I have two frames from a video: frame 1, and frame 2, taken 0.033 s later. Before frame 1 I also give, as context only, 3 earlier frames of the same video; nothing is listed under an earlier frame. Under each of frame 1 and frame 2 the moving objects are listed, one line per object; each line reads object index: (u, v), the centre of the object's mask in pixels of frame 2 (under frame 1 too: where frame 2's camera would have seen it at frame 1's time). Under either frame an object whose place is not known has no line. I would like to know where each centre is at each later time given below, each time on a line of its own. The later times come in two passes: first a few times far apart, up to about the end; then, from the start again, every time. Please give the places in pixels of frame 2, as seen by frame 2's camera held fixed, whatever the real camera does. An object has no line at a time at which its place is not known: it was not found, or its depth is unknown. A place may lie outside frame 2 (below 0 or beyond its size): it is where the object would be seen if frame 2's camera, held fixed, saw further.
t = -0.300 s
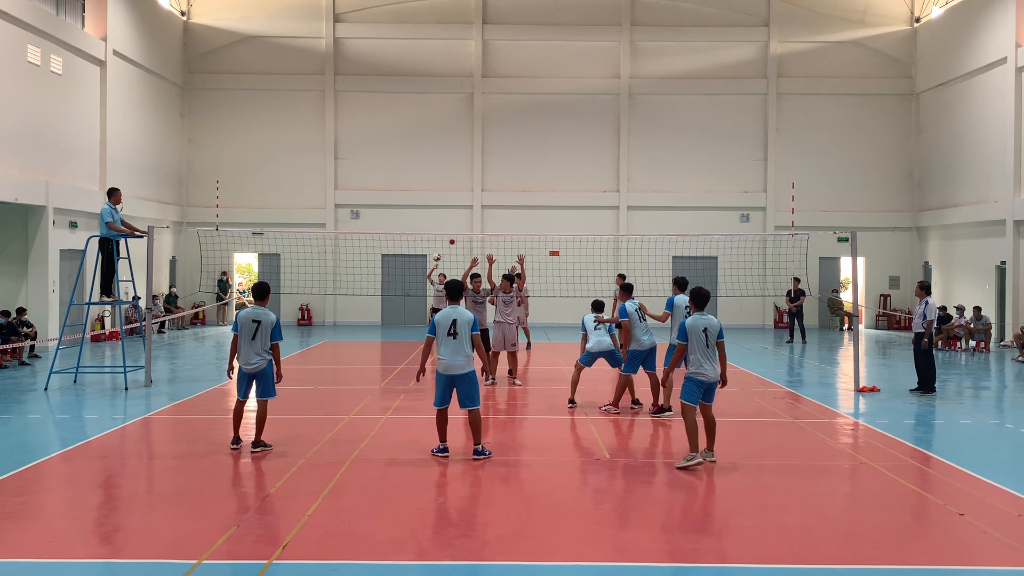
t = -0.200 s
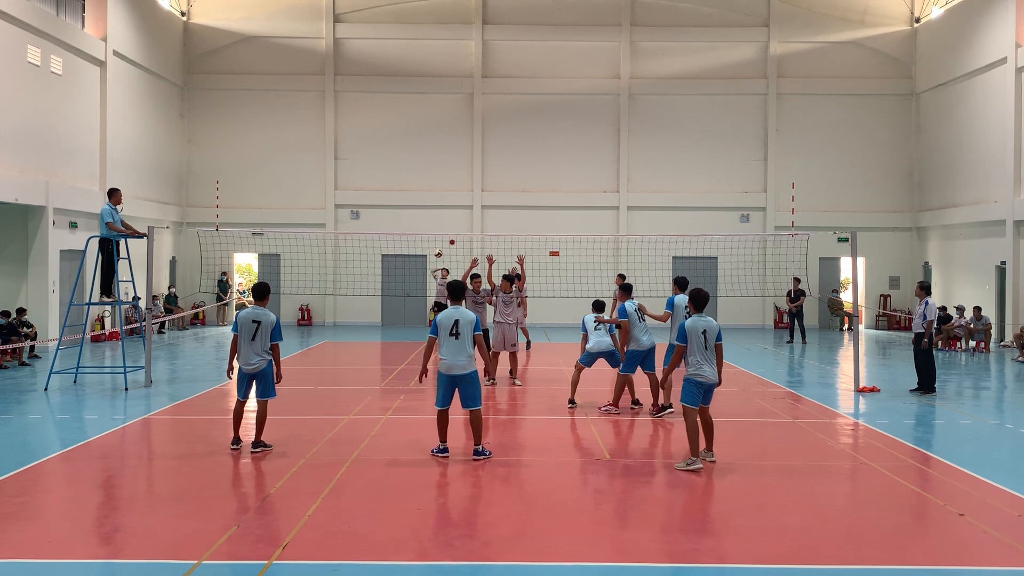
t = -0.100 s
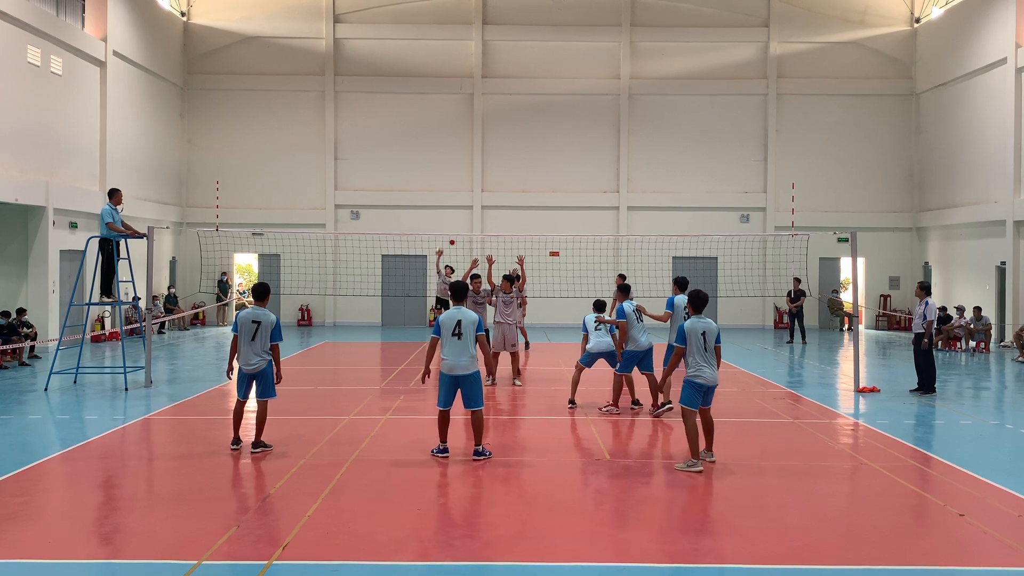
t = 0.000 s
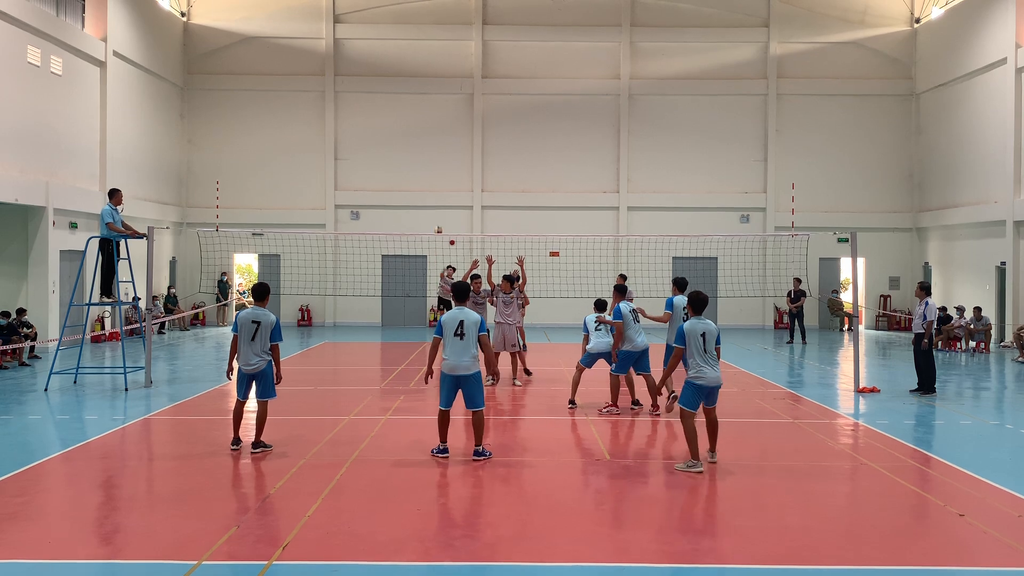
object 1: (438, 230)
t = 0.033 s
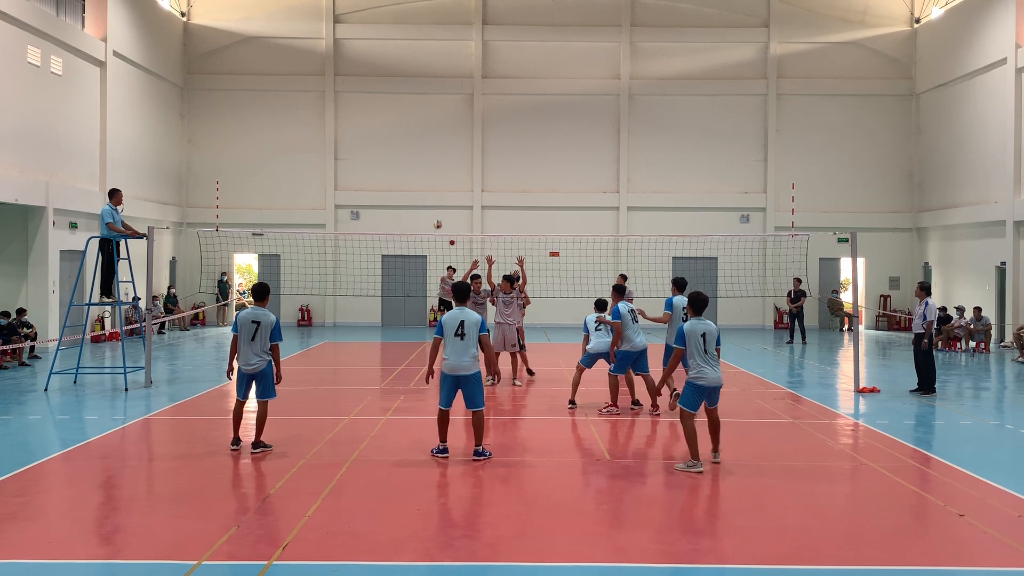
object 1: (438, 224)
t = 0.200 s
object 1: (434, 198)
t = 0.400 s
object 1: (427, 180)
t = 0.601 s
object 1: (418, 185)
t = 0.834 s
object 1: (406, 227)
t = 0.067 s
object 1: (437, 218)
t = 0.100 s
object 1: (437, 212)
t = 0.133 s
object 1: (436, 207)
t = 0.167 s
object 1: (435, 203)
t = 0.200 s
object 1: (434, 198)
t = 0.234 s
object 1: (433, 193)
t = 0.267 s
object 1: (432, 190)
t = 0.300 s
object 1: (431, 187)
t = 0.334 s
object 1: (430, 184)
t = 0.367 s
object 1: (429, 181)
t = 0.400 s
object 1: (427, 180)
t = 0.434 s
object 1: (426, 179)
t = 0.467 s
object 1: (424, 178)
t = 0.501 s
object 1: (423, 178)
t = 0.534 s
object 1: (421, 180)
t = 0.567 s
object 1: (419, 182)
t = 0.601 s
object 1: (418, 185)
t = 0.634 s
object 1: (416, 189)
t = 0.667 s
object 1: (415, 193)
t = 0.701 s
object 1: (413, 198)
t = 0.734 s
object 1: (412, 204)
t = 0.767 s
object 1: (410, 210)
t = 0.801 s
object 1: (408, 219)
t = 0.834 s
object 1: (406, 227)
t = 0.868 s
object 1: (404, 237)
